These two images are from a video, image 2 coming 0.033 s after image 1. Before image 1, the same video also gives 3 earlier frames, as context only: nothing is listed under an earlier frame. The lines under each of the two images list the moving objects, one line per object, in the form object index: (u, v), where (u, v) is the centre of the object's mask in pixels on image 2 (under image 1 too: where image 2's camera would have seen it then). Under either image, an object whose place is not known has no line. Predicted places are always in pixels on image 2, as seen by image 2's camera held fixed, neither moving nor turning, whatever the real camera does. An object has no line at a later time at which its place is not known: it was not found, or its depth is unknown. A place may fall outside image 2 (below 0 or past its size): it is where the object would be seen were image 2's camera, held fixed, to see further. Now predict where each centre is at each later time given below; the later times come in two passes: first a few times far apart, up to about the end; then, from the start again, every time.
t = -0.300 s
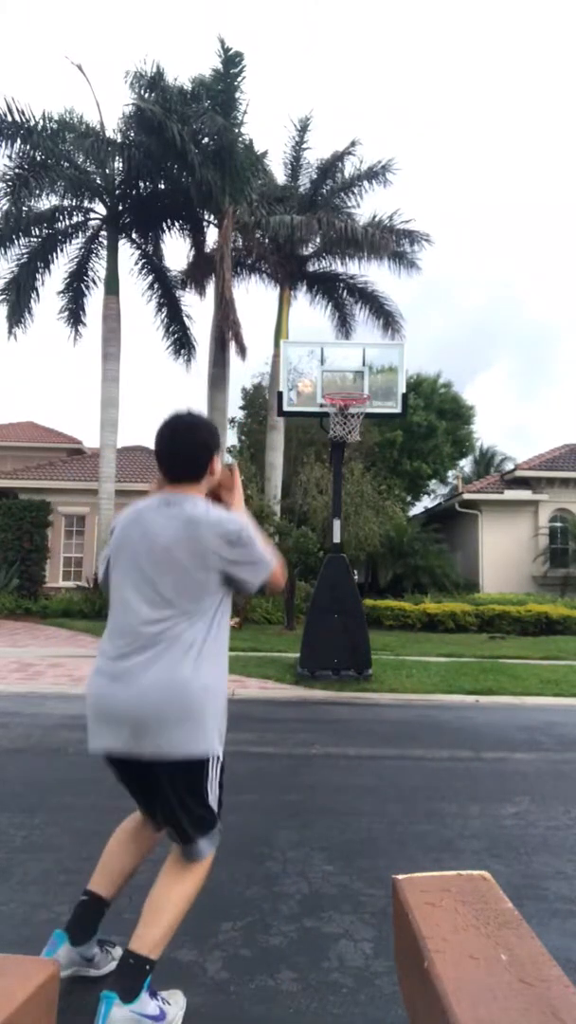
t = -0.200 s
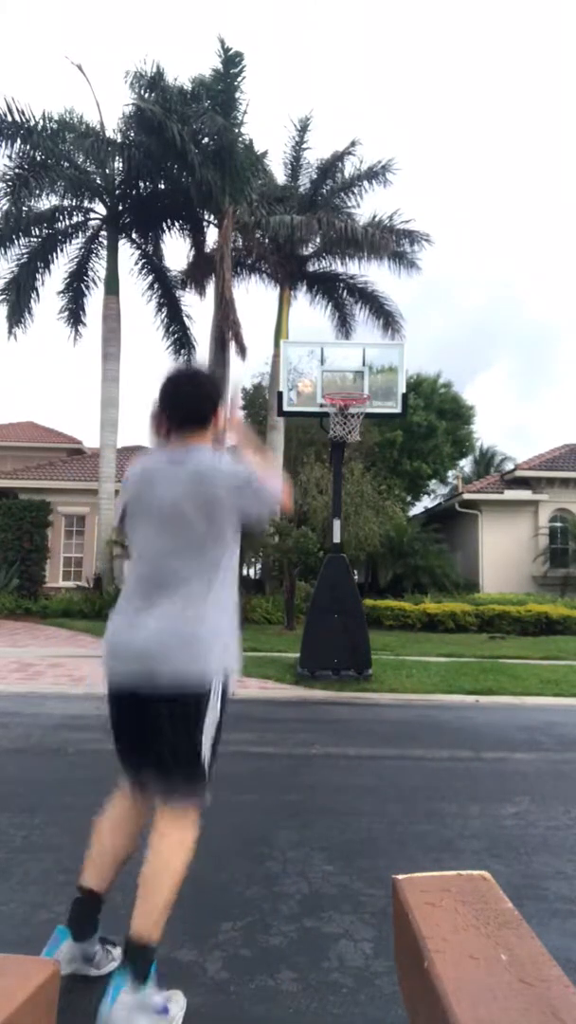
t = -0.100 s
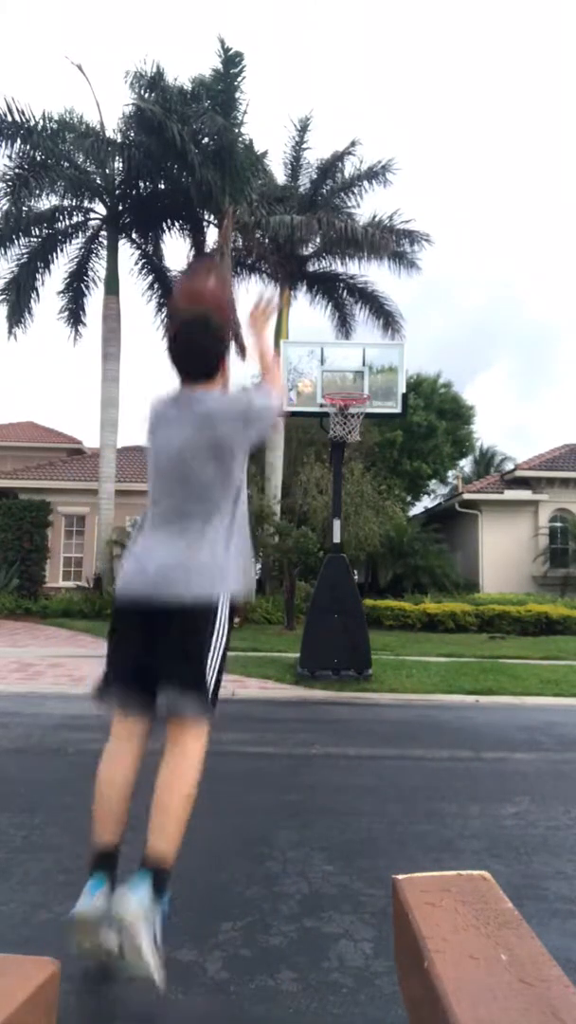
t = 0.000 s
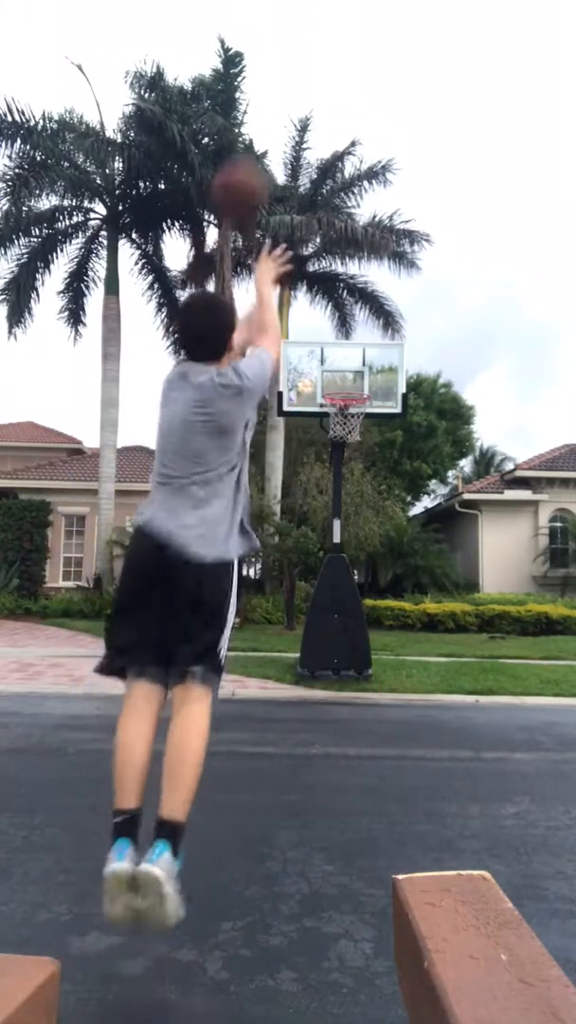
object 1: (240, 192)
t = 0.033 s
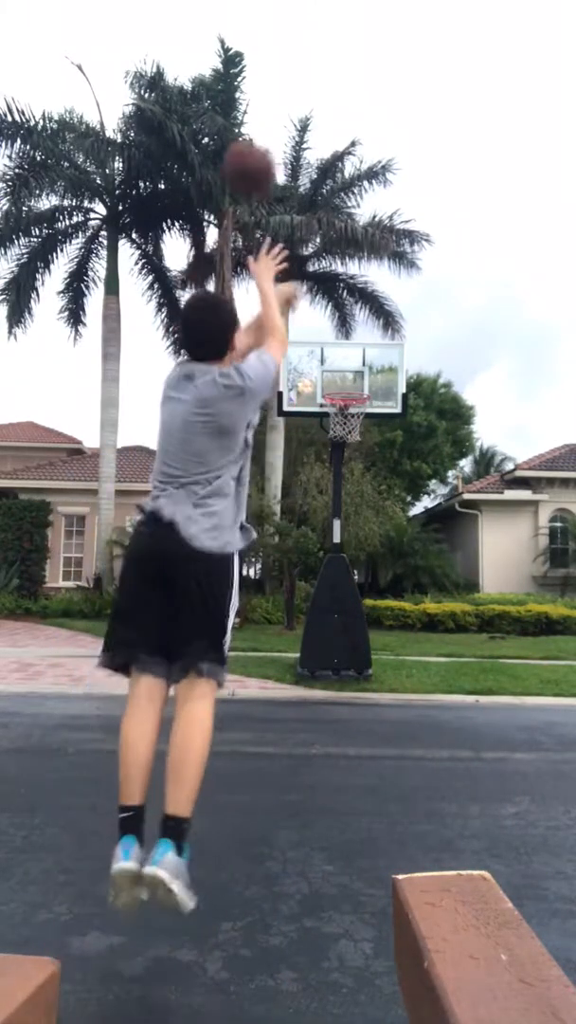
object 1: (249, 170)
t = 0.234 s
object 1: (294, 93)
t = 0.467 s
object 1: (322, 103)
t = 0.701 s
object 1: (338, 167)
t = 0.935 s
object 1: (350, 270)
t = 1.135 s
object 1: (355, 379)
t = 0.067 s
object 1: (256, 151)
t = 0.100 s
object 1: (268, 130)
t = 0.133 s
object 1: (276, 116)
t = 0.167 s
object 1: (282, 106)
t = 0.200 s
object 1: (288, 99)
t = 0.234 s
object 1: (294, 93)
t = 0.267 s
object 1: (299, 90)
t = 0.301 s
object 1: (304, 89)
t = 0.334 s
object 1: (308, 89)
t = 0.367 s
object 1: (312, 90)
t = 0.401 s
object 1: (316, 94)
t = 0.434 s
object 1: (319, 98)
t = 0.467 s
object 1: (322, 103)
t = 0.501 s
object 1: (325, 110)
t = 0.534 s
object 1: (328, 118)
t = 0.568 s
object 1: (331, 126)
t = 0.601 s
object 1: (333, 136)
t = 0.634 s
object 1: (336, 147)
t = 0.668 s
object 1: (337, 158)
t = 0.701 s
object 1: (338, 167)
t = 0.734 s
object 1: (340, 180)
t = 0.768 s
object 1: (343, 193)
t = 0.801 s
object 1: (344, 207)
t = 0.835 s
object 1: (346, 222)
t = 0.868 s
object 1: (348, 238)
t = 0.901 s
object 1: (348, 252)
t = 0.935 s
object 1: (350, 270)
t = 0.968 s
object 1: (349, 288)
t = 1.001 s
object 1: (353, 303)
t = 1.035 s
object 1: (353, 324)
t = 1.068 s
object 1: (355, 339)
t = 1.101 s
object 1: (354, 357)
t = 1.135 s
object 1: (355, 379)
